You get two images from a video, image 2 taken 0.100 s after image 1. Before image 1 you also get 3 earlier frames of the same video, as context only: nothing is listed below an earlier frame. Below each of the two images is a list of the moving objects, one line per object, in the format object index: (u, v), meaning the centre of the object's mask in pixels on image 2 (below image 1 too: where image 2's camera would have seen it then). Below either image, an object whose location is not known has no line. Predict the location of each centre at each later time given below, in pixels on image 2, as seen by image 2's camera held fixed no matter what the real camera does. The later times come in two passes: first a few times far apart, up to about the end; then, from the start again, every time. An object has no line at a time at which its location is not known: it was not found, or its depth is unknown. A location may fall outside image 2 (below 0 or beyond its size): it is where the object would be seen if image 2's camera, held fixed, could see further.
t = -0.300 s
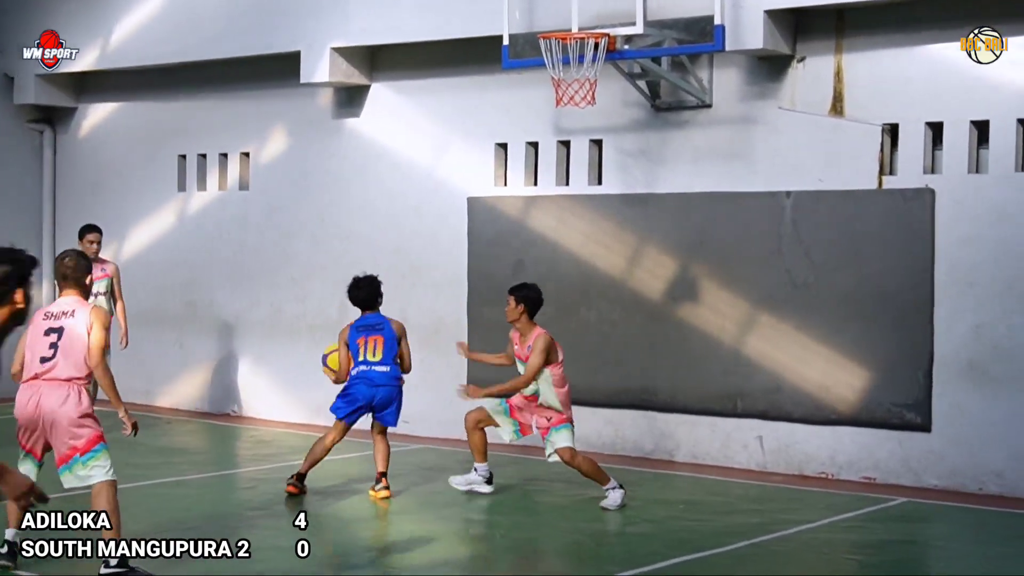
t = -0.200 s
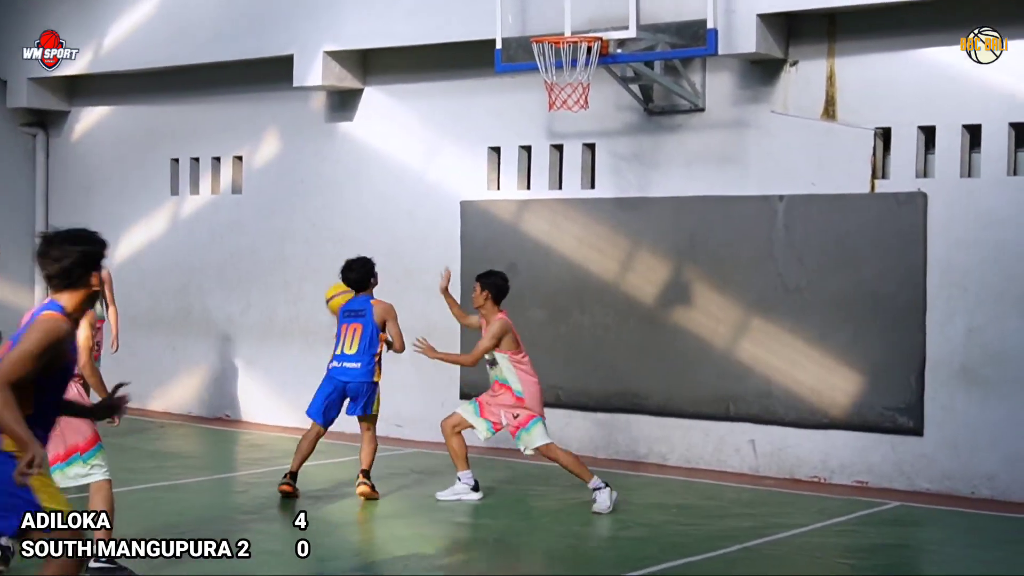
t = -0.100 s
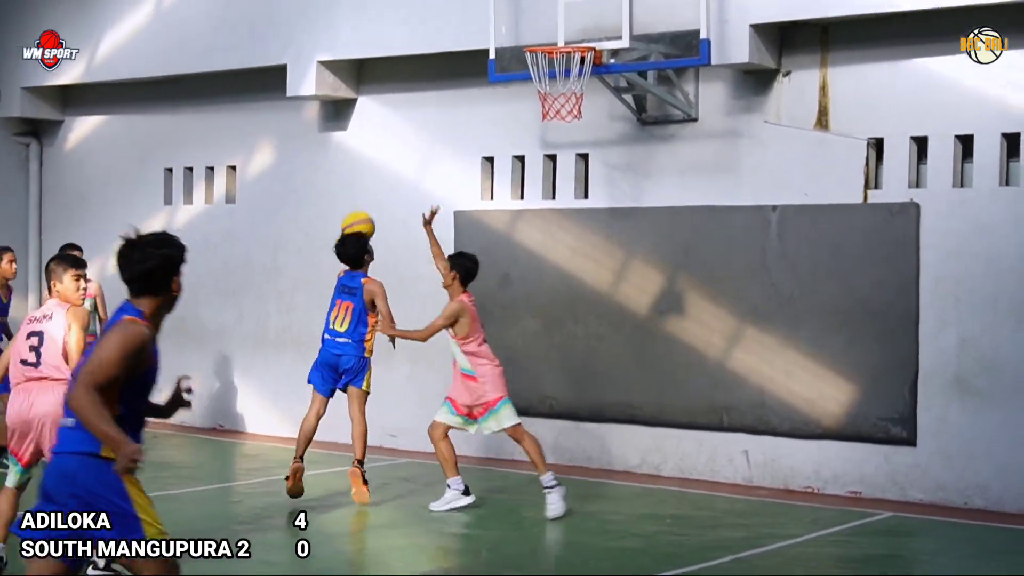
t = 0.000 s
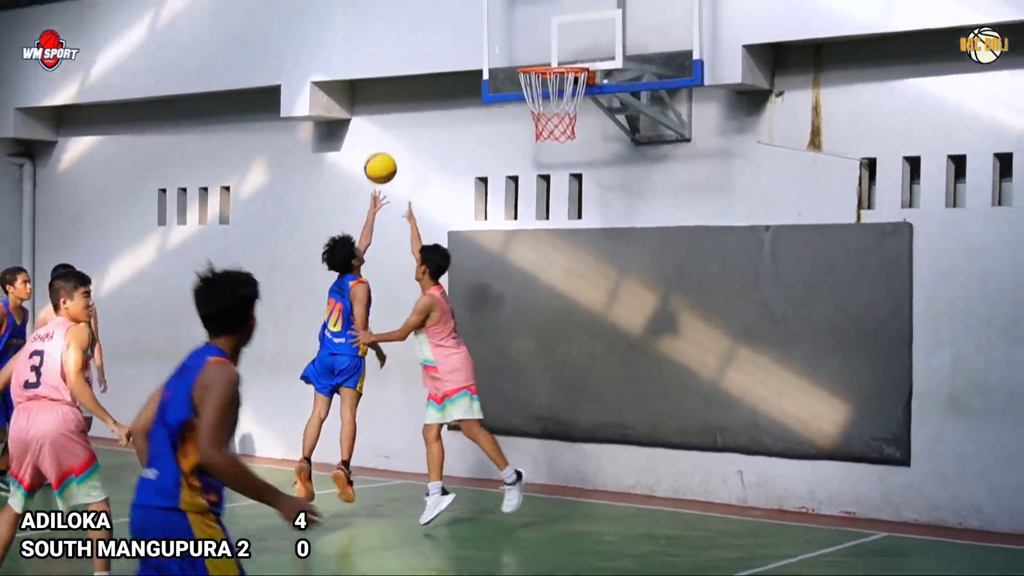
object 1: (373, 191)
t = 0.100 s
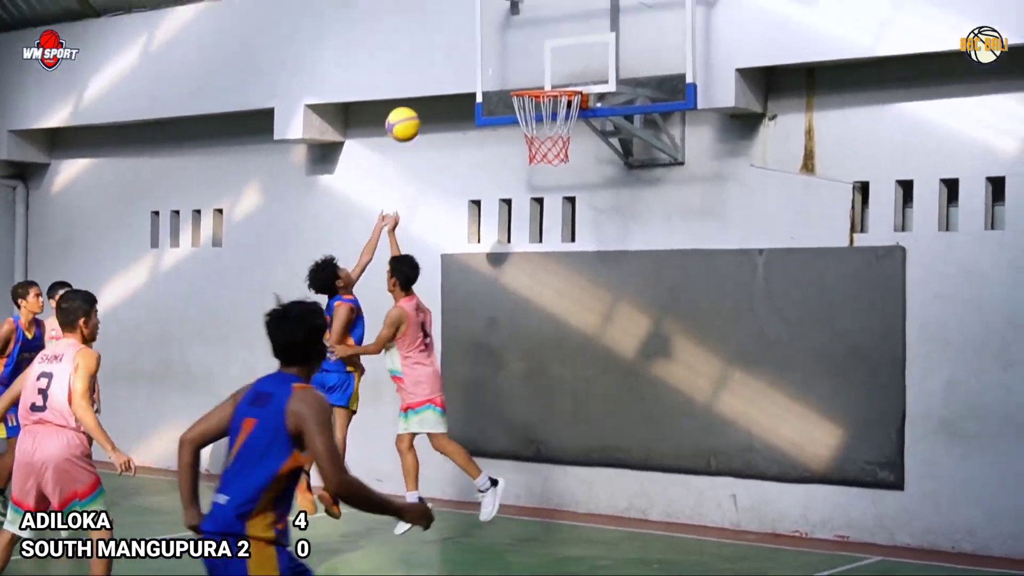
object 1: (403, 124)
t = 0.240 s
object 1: (444, 57)
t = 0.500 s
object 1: (518, 6)
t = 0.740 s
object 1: (583, 41)
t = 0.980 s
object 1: (604, 66)
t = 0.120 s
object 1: (408, 114)
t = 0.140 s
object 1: (414, 103)
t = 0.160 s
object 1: (420, 93)
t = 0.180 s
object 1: (426, 83)
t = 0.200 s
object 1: (433, 75)
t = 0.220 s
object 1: (438, 65)
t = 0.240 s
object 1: (444, 57)
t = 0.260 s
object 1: (450, 50)
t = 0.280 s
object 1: (456, 43)
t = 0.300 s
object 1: (461, 36)
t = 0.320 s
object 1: (467, 31)
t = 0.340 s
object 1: (473, 25)
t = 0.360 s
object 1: (478, 21)
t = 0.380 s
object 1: (484, 17)
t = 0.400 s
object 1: (490, 14)
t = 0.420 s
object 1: (496, 11)
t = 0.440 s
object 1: (501, 8)
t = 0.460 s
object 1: (507, 7)
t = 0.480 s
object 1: (512, 6)
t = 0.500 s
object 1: (518, 6)
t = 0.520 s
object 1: (523, 5)
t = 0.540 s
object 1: (528, 6)
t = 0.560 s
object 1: (534, 8)
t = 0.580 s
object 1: (540, 9)
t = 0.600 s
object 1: (546, 11)
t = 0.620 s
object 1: (551, 14)
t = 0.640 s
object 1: (557, 17)
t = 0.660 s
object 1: (563, 21)
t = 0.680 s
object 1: (568, 26)
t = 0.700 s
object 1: (574, 31)
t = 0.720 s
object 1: (580, 37)
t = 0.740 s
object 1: (583, 41)
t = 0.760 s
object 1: (584, 44)
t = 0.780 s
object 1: (585, 48)
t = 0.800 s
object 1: (586, 53)
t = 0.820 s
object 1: (587, 57)
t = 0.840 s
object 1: (588, 63)
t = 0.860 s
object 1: (589, 69)
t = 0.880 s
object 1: (590, 75)
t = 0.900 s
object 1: (592, 74)
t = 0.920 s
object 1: (595, 71)
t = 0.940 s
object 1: (598, 69)
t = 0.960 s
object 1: (601, 67)
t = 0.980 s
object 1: (604, 66)
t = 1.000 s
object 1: (608, 66)
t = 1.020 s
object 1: (611, 65)
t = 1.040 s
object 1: (614, 66)
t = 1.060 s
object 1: (617, 67)
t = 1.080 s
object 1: (620, 69)
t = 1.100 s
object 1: (623, 71)
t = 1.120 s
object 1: (627, 74)
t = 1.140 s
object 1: (630, 78)
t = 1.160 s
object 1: (633, 83)
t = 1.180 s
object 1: (636, 87)
